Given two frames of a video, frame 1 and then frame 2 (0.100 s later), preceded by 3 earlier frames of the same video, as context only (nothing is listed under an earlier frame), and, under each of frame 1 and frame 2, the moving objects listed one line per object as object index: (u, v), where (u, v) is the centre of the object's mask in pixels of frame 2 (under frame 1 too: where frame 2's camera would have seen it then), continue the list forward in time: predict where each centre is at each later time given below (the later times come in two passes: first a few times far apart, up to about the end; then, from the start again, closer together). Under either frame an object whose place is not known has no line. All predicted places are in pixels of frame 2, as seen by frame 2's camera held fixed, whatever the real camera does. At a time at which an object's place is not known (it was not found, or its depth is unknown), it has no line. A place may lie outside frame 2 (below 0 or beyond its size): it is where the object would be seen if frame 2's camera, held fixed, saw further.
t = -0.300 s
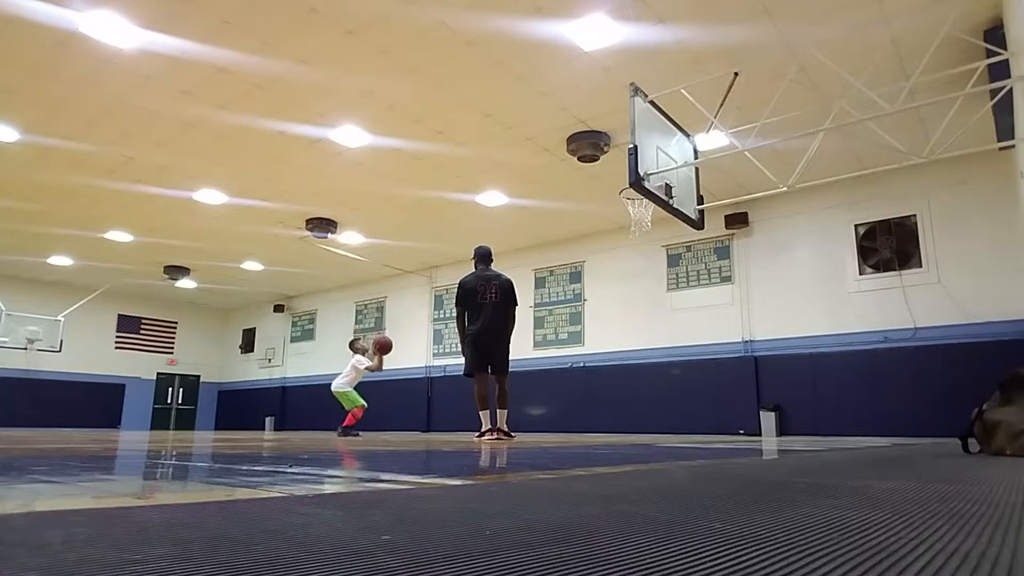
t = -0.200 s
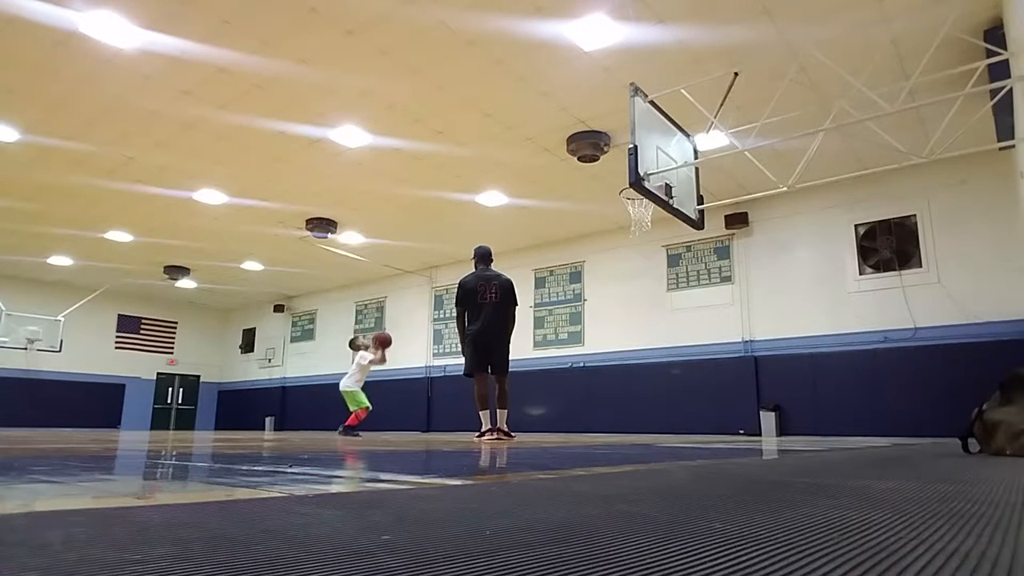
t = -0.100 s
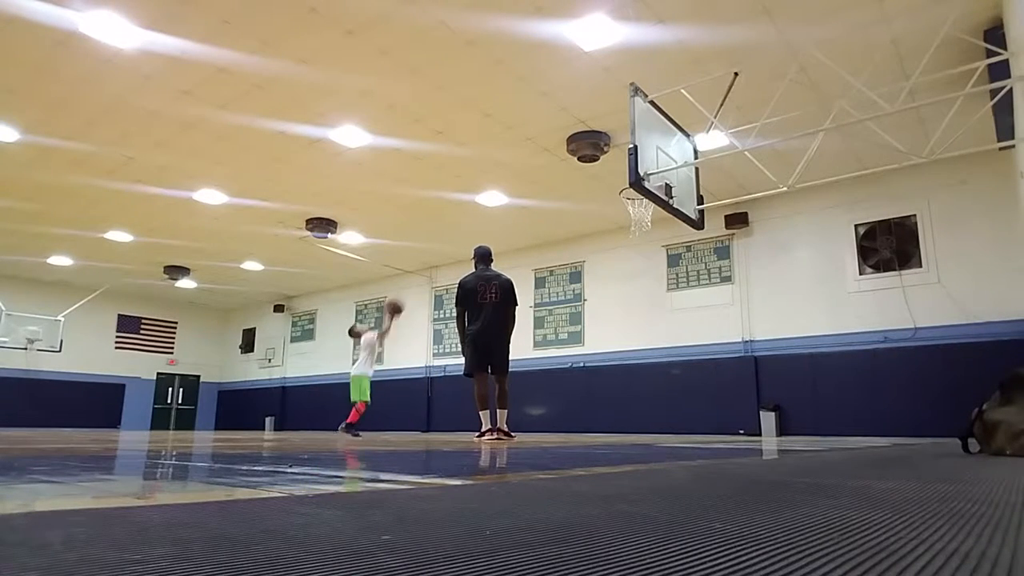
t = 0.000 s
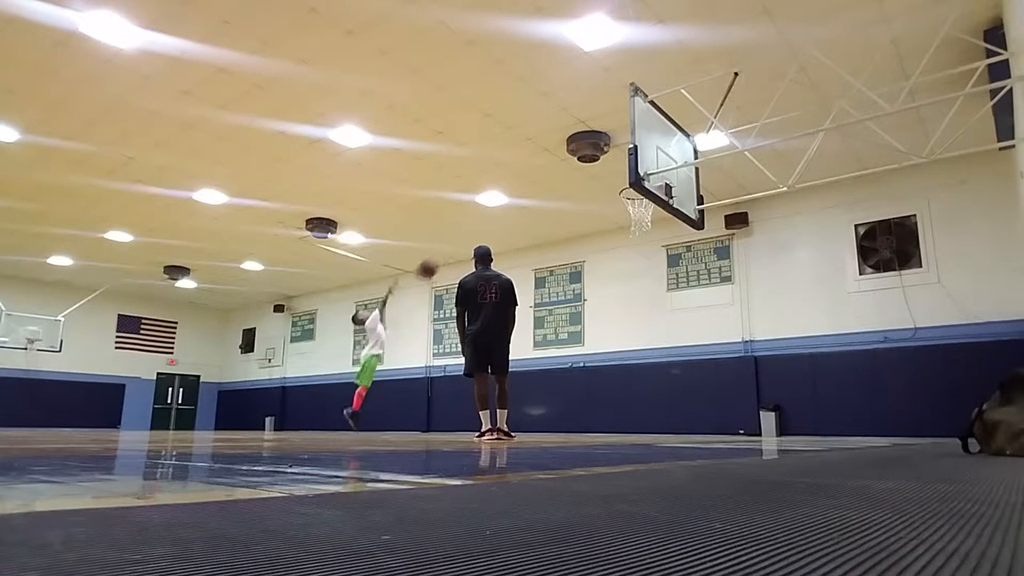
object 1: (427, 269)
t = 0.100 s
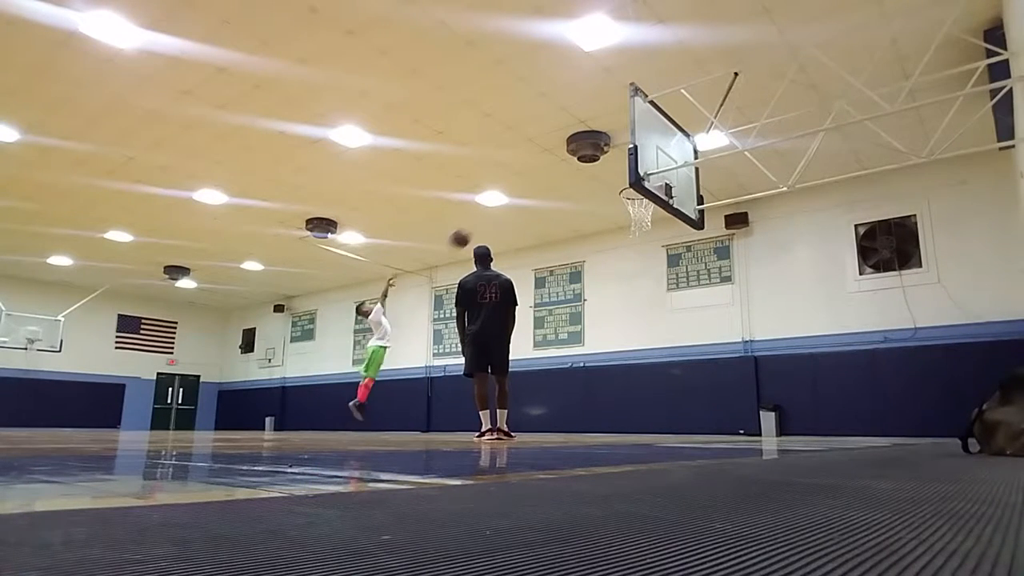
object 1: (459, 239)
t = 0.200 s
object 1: (491, 217)
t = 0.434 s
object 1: (564, 194)
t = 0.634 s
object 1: (626, 210)
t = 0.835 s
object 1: (682, 249)
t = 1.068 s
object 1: (746, 335)
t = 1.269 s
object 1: (799, 419)
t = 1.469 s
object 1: (827, 349)
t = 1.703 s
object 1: (858, 310)
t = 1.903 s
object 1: (890, 312)
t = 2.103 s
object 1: (924, 347)
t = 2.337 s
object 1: (962, 426)
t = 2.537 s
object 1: (986, 377)
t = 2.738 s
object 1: (1013, 358)
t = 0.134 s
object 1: (470, 231)
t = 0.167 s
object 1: (480, 223)
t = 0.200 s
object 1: (491, 217)
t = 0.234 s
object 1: (502, 212)
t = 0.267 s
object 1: (513, 208)
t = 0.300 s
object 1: (523, 203)
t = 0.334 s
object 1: (533, 199)
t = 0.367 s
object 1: (544, 196)
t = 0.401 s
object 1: (554, 195)
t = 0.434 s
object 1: (564, 194)
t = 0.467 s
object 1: (574, 195)
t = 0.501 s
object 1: (584, 196)
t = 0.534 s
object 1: (595, 198)
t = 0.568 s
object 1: (605, 201)
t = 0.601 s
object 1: (616, 205)
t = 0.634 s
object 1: (626, 210)
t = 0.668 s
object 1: (636, 215)
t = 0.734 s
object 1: (654, 226)
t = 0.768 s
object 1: (663, 233)
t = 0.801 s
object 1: (672, 240)
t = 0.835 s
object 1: (682, 249)
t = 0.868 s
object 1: (691, 258)
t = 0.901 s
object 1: (700, 269)
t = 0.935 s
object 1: (709, 280)
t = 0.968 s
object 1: (719, 293)
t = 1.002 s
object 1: (728, 306)
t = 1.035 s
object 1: (737, 319)
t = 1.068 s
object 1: (746, 335)
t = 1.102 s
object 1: (756, 351)
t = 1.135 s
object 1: (764, 370)
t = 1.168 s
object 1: (773, 389)
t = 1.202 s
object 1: (785, 409)
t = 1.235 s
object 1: (796, 429)
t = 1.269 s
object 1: (799, 419)
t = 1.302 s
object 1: (806, 405)
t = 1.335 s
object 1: (810, 392)
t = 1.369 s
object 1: (813, 380)
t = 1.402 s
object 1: (818, 369)
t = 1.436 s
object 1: (822, 359)
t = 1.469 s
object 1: (827, 349)
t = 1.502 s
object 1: (831, 341)
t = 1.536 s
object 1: (836, 334)
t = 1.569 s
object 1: (840, 327)
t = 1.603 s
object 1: (845, 322)
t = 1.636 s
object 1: (849, 317)
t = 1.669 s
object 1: (854, 313)
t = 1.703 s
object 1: (858, 310)
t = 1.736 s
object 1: (863, 308)
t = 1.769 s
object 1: (869, 307)
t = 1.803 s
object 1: (874, 307)
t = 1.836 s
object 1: (879, 308)
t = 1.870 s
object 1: (884, 309)
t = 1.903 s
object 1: (890, 312)
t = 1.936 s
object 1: (895, 316)
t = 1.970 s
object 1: (900, 320)
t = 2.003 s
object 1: (907, 325)
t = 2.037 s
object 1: (912, 331)
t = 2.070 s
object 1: (918, 338)
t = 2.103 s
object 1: (924, 347)
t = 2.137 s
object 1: (928, 355)
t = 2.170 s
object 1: (934, 365)
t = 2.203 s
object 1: (941, 376)
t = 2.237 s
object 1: (948, 390)
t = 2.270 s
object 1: (955, 402)
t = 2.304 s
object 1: (959, 415)
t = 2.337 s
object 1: (962, 426)
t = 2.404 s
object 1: (971, 408)
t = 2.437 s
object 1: (975, 399)
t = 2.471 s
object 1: (979, 391)
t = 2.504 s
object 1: (982, 383)
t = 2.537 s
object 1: (986, 377)
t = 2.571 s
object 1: (990, 371)
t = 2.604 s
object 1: (994, 367)
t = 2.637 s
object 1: (999, 364)
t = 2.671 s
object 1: (1002, 360)
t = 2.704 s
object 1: (1007, 359)
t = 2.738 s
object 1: (1013, 358)
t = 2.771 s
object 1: (1016, 358)
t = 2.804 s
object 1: (1019, 360)
